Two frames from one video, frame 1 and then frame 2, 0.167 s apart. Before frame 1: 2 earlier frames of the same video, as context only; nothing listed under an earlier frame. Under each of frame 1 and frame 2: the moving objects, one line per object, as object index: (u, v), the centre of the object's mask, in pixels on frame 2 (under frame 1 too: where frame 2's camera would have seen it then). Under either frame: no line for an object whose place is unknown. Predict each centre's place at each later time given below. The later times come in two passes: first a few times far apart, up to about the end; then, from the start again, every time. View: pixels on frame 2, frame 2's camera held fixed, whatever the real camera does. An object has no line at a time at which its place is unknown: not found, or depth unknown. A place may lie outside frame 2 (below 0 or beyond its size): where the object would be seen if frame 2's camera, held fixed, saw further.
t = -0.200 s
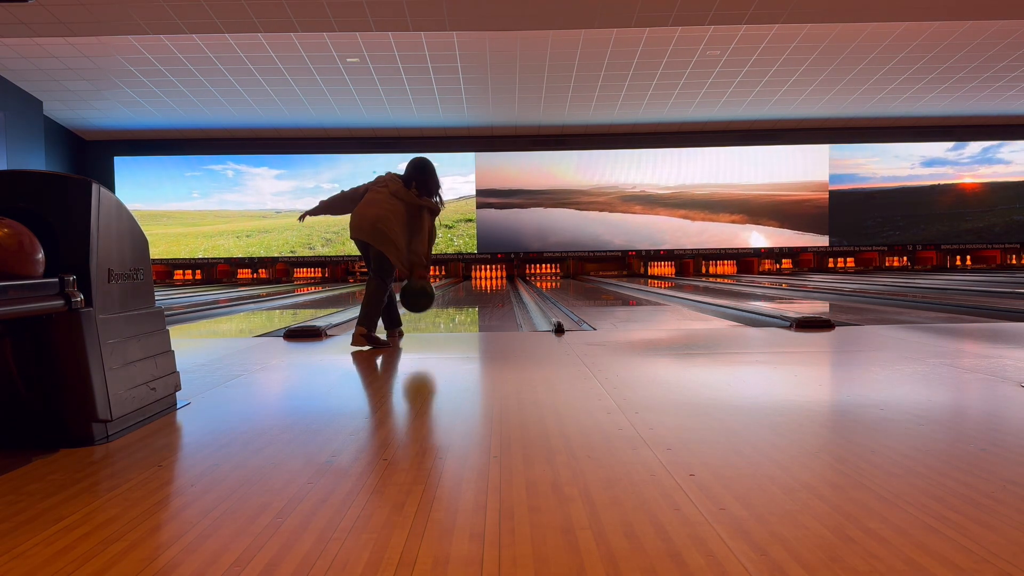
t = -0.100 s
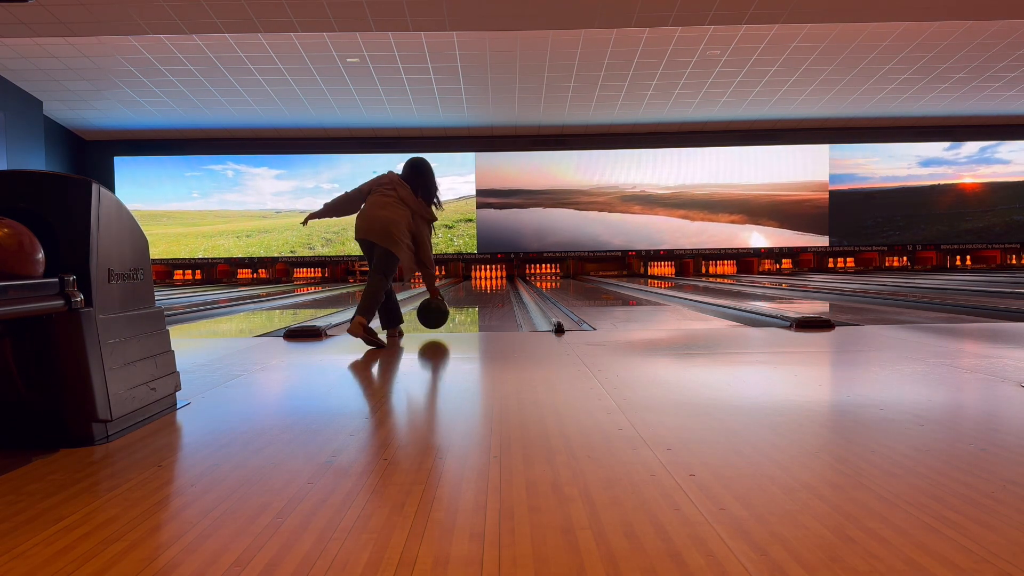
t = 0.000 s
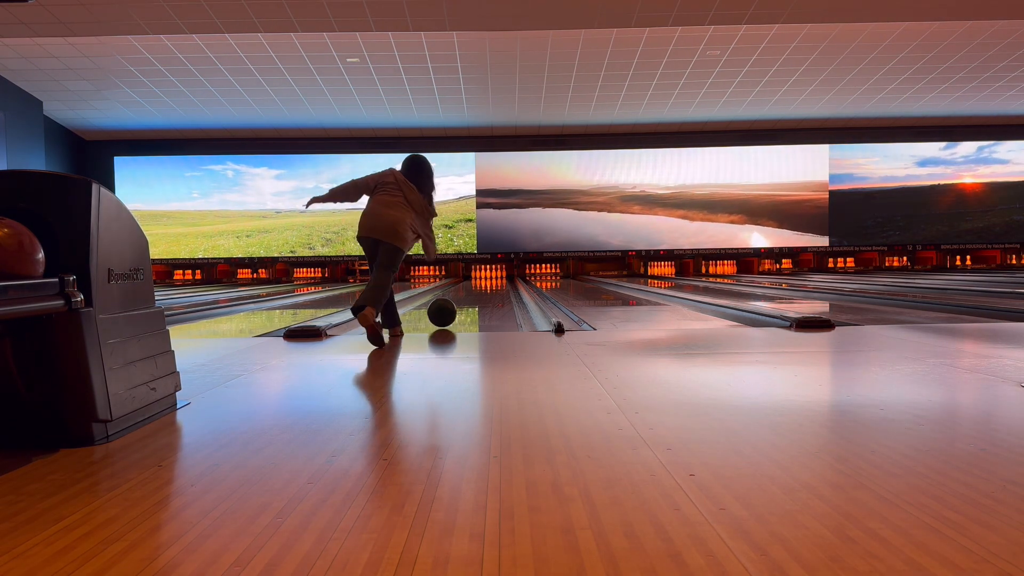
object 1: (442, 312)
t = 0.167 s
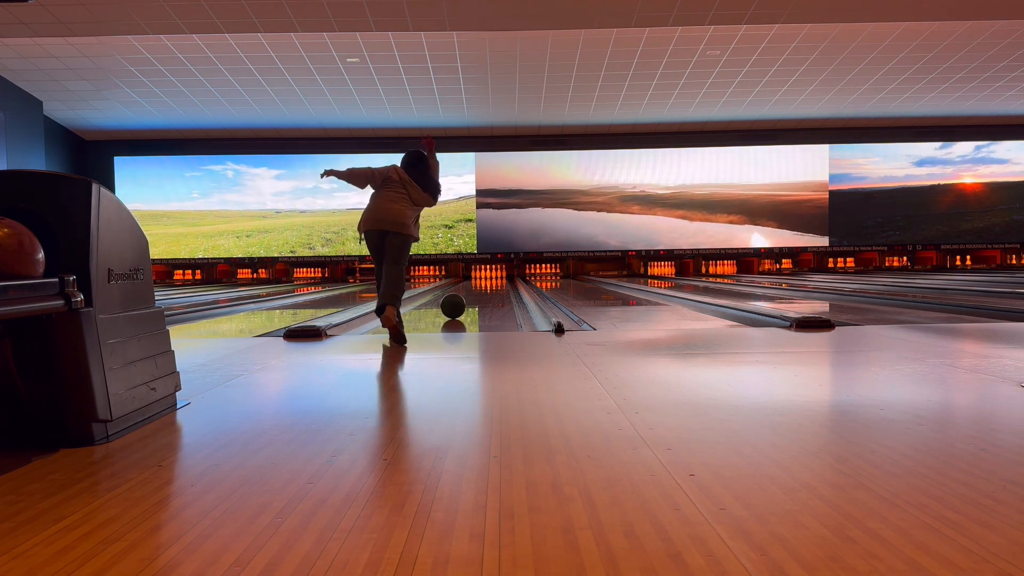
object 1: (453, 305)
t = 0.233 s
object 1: (456, 303)
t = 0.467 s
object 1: (465, 297)
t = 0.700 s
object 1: (471, 293)
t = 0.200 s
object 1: (455, 304)
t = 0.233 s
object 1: (456, 303)
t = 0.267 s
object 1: (458, 302)
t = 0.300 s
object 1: (459, 301)
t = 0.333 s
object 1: (461, 300)
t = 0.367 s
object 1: (462, 299)
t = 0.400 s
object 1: (463, 299)
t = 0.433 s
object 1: (464, 298)
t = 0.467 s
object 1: (465, 297)
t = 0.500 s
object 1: (466, 296)
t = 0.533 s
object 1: (467, 296)
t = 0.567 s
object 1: (468, 295)
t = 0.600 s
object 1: (469, 294)
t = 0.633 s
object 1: (470, 294)
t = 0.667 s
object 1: (471, 293)
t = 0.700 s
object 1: (471, 293)
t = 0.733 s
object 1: (472, 292)
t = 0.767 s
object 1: (473, 292)
